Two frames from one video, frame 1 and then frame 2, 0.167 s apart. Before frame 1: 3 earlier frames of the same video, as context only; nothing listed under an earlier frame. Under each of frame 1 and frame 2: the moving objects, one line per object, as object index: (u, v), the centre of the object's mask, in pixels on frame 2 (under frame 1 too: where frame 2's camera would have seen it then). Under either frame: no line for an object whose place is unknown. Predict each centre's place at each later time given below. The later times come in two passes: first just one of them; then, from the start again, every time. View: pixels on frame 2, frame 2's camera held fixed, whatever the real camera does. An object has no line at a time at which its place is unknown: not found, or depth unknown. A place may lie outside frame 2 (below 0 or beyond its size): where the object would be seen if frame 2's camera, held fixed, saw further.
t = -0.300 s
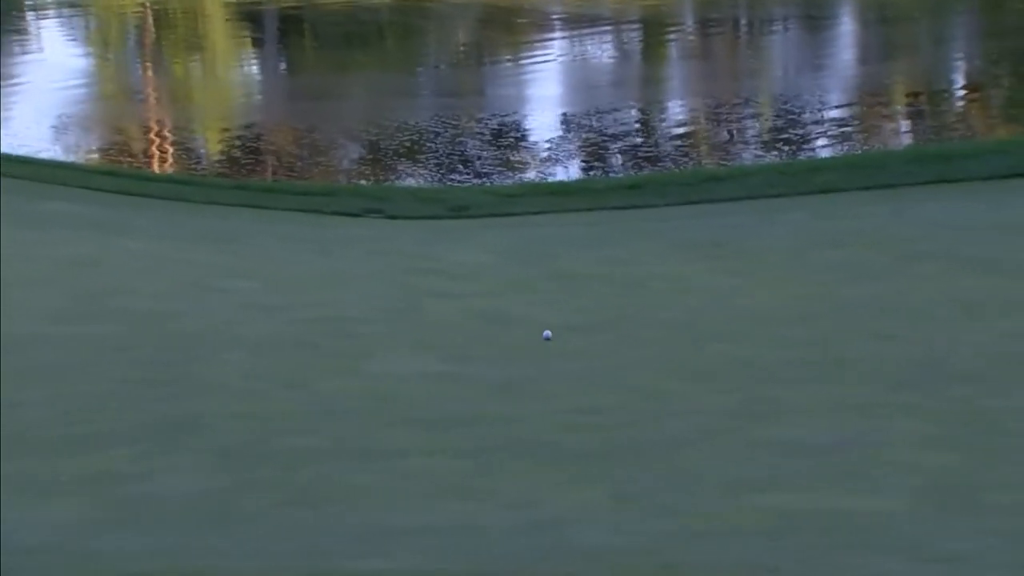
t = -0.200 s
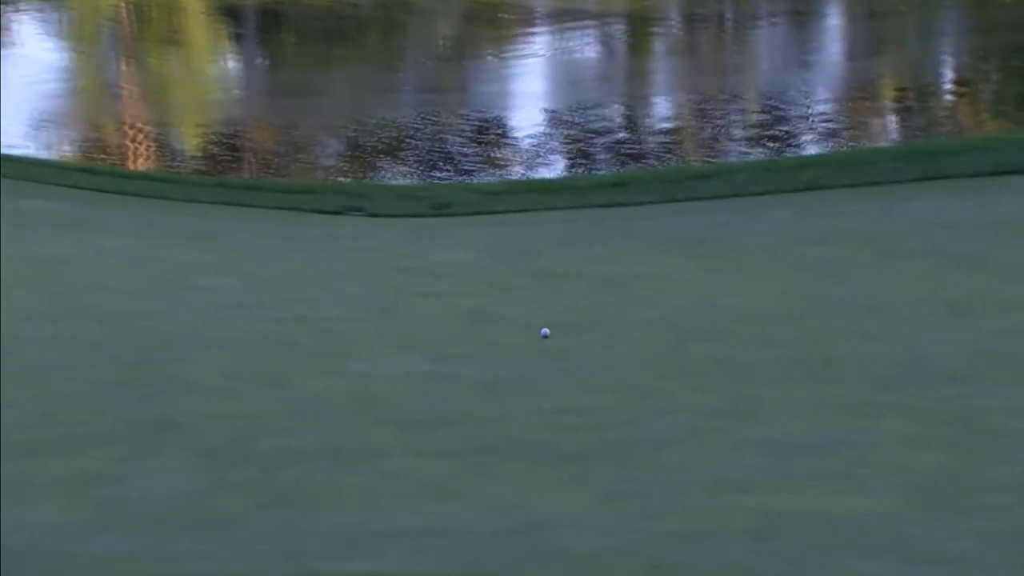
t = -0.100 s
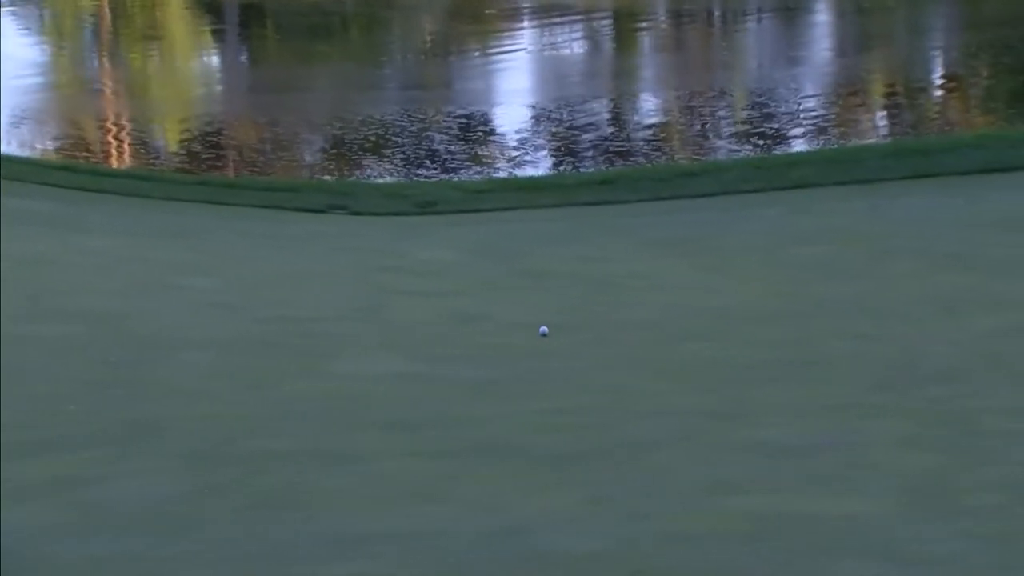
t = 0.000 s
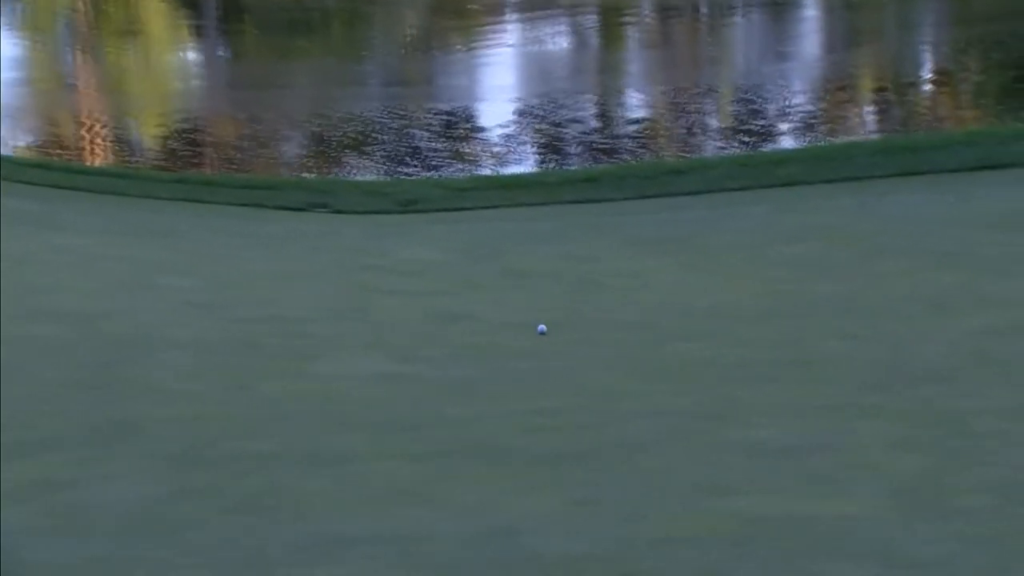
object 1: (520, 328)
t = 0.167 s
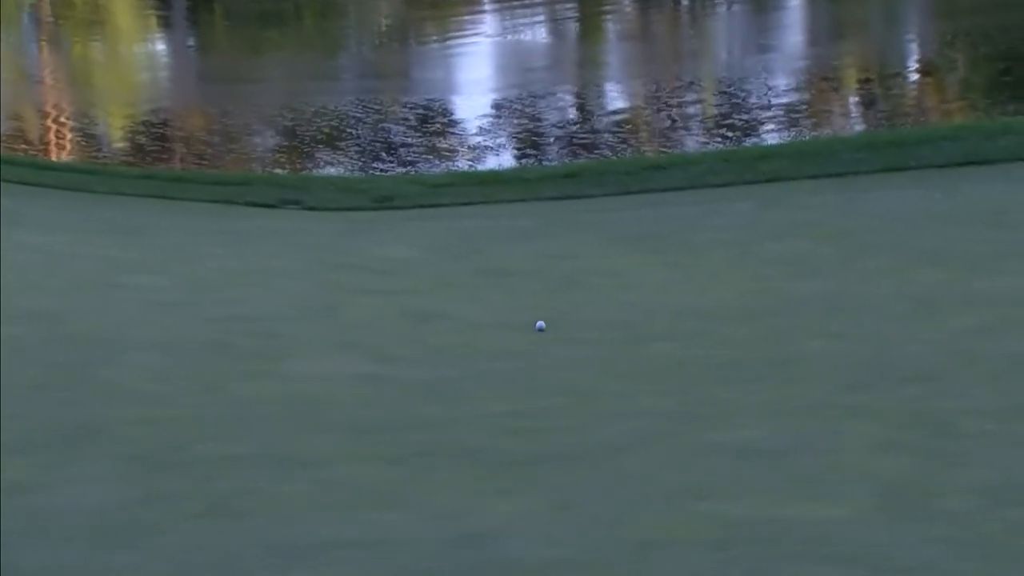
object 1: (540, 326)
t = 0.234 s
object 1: (547, 325)
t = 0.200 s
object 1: (544, 325)
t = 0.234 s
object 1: (547, 325)
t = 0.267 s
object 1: (551, 324)
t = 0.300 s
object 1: (554, 324)
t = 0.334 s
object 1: (559, 323)
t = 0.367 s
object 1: (562, 322)
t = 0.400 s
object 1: (566, 322)
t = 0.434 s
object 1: (568, 322)
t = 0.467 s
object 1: (571, 321)
